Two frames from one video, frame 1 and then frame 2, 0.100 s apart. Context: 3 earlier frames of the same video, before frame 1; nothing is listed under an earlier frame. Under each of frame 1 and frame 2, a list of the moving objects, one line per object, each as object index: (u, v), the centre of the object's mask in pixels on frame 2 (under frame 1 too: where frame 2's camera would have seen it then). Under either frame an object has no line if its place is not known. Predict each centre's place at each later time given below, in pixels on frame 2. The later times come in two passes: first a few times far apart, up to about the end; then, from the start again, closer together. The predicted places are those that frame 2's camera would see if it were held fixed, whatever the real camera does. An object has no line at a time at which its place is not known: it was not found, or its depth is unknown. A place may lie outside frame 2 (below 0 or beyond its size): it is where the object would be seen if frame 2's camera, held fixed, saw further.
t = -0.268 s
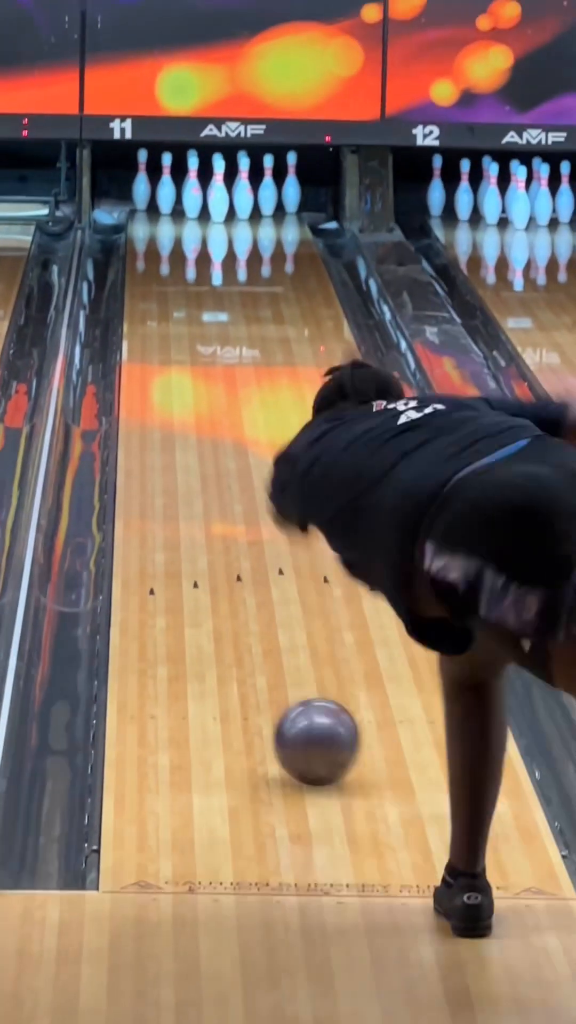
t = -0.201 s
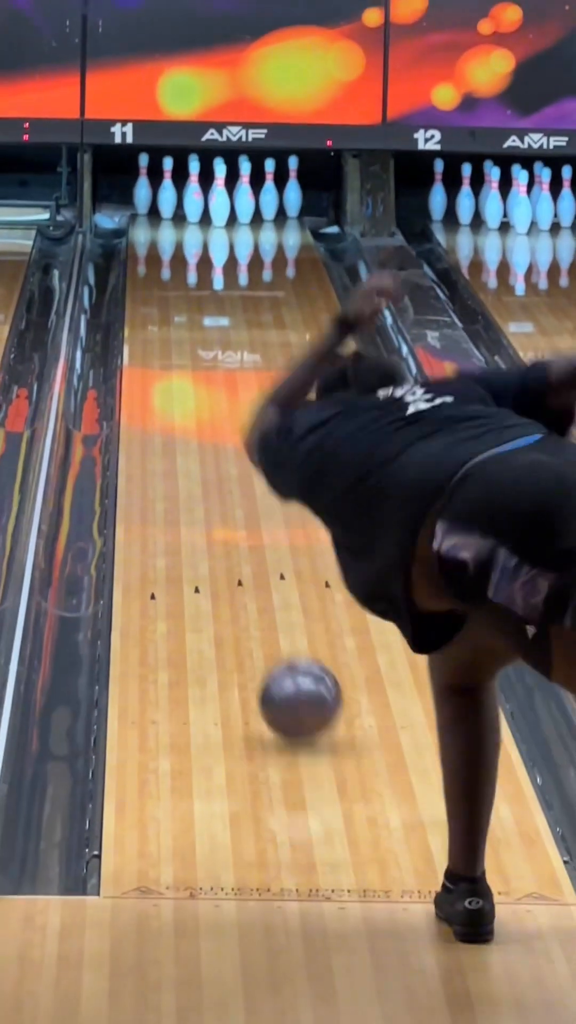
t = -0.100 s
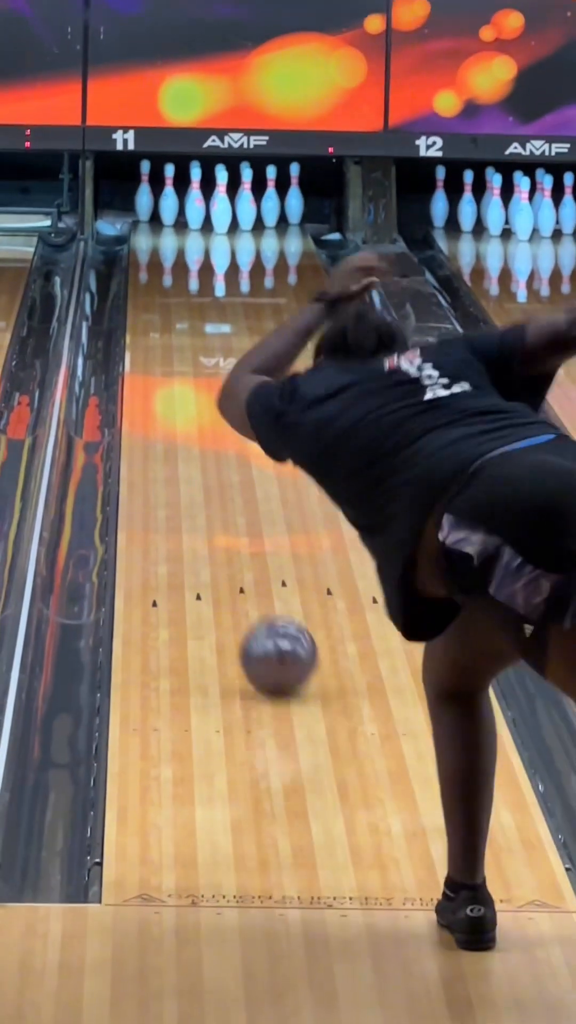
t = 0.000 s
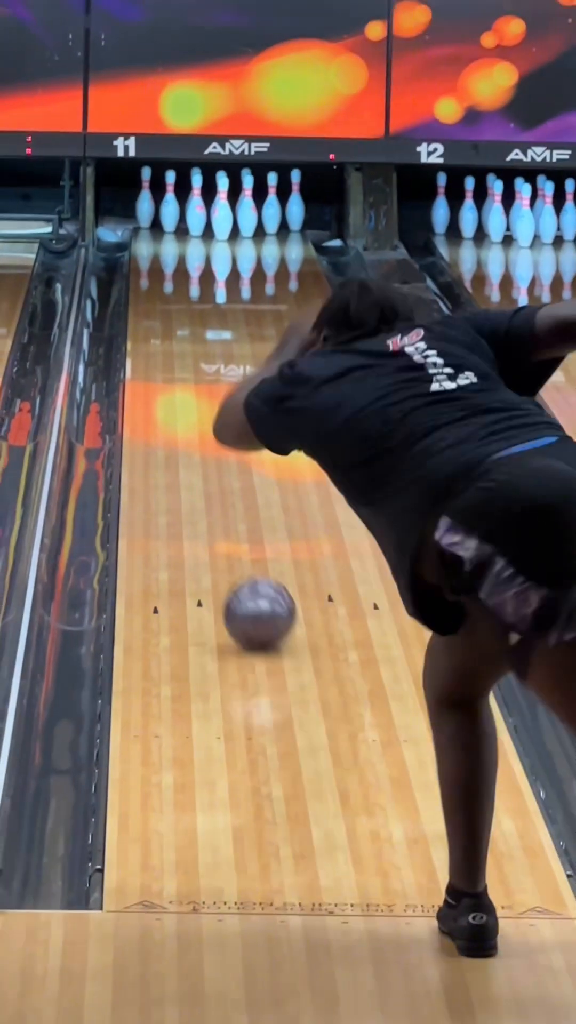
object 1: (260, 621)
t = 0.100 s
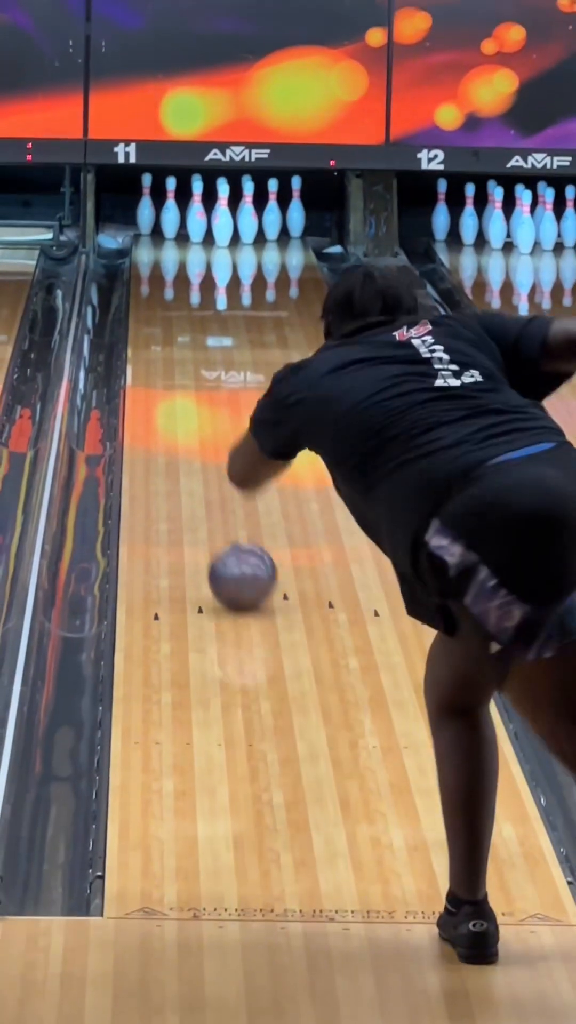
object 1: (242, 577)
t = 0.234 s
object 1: (220, 525)
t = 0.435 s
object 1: (198, 461)
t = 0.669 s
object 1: (177, 399)
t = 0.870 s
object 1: (164, 356)
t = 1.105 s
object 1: (156, 314)
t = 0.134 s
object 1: (237, 563)
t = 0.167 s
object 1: (230, 553)
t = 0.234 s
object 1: (220, 525)
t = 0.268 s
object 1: (218, 514)
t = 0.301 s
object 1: (213, 503)
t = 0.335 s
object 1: (209, 492)
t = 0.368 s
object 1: (205, 482)
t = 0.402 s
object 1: (202, 471)
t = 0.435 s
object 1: (198, 461)
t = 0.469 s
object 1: (195, 452)
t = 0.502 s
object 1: (191, 442)
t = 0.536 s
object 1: (188, 433)
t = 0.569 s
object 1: (185, 424)
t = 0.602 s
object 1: (182, 416)
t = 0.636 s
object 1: (179, 408)
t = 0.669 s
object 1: (177, 399)
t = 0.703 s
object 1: (174, 392)
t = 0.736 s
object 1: (172, 384)
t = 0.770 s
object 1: (170, 377)
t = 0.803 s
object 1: (167, 370)
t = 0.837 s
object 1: (166, 363)
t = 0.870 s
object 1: (164, 356)
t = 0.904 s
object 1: (163, 350)
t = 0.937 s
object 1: (161, 342)
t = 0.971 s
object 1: (160, 337)
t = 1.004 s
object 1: (159, 331)
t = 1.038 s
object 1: (158, 324)
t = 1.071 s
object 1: (157, 319)
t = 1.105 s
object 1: (156, 314)
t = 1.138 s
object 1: (156, 309)
